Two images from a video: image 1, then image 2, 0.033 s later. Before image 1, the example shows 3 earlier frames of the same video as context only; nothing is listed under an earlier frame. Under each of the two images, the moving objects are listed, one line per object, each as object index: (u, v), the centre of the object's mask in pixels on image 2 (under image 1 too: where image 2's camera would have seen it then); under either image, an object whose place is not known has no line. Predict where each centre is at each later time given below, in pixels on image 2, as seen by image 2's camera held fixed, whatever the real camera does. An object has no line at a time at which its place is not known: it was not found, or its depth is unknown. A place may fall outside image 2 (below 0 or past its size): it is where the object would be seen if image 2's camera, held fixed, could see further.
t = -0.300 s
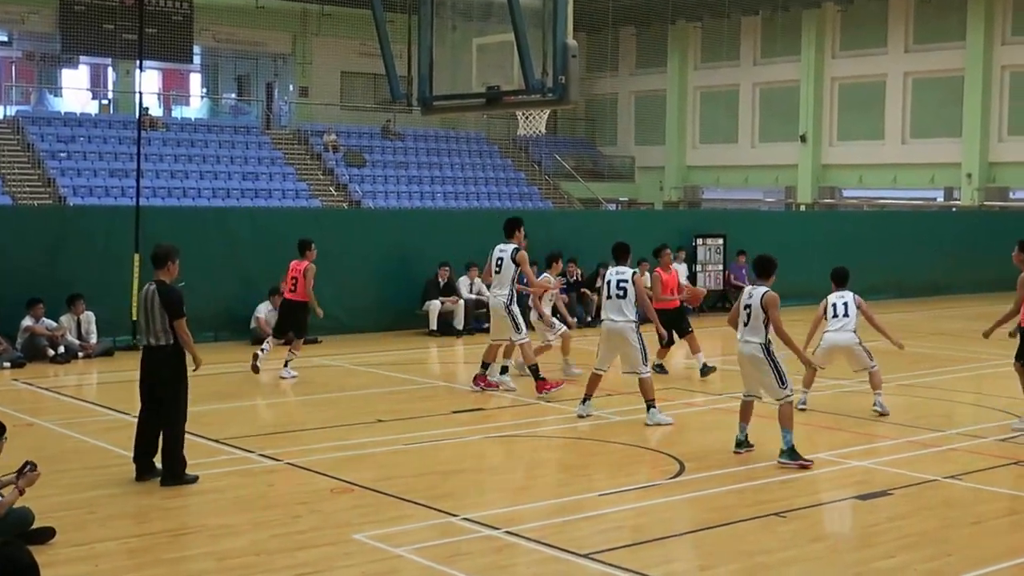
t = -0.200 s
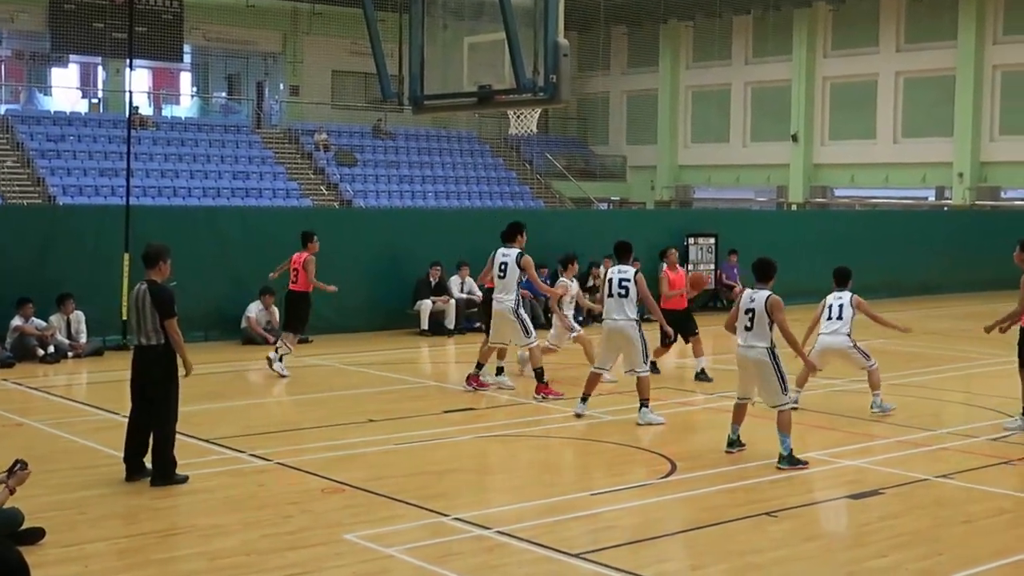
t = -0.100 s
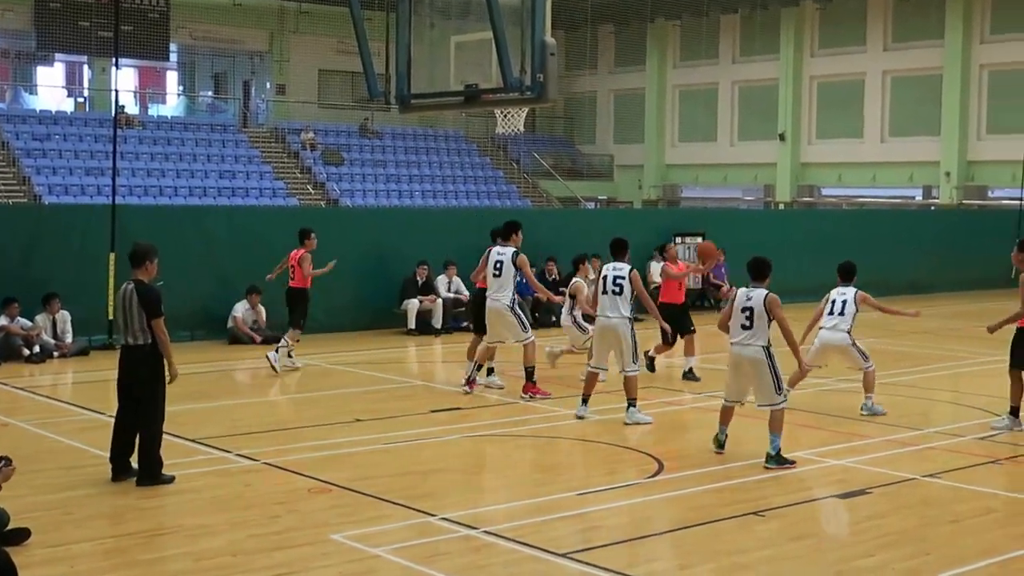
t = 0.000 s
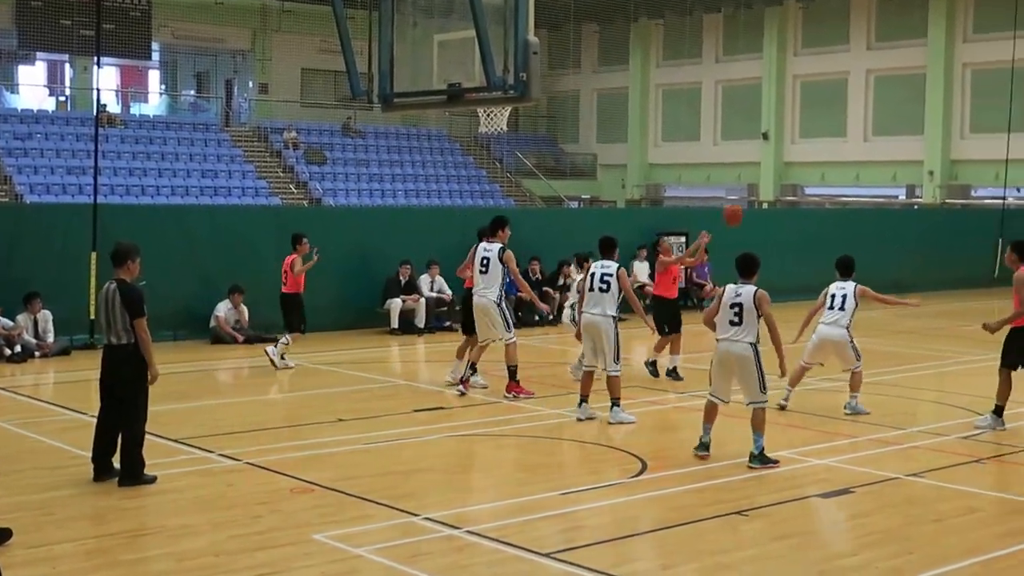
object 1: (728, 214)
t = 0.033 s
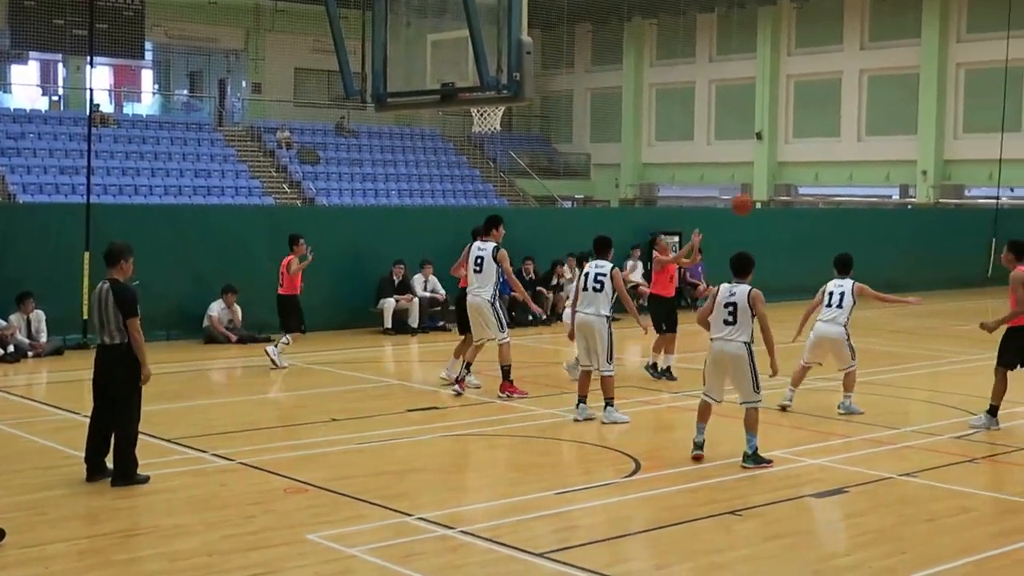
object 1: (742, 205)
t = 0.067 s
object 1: (755, 194)
